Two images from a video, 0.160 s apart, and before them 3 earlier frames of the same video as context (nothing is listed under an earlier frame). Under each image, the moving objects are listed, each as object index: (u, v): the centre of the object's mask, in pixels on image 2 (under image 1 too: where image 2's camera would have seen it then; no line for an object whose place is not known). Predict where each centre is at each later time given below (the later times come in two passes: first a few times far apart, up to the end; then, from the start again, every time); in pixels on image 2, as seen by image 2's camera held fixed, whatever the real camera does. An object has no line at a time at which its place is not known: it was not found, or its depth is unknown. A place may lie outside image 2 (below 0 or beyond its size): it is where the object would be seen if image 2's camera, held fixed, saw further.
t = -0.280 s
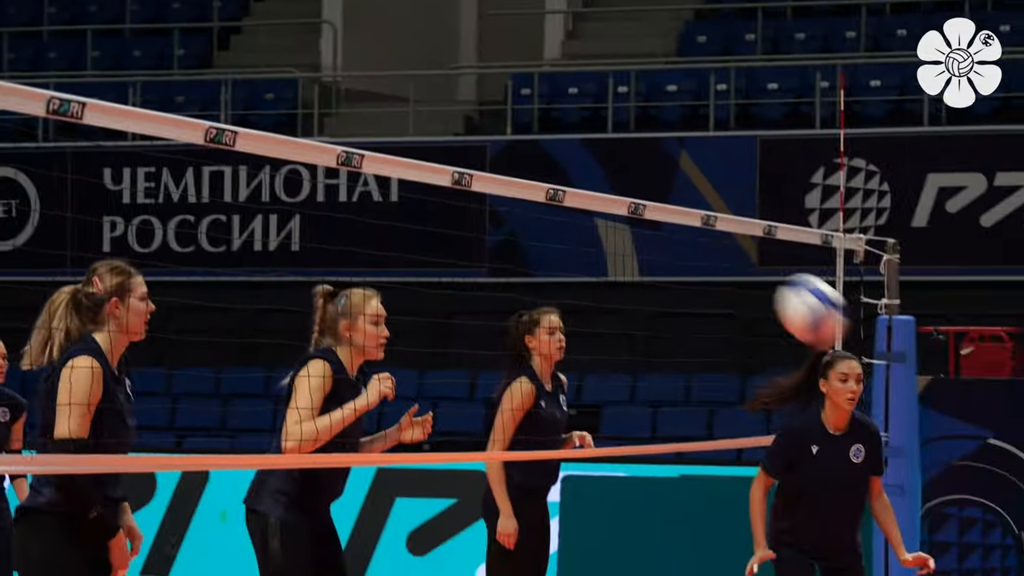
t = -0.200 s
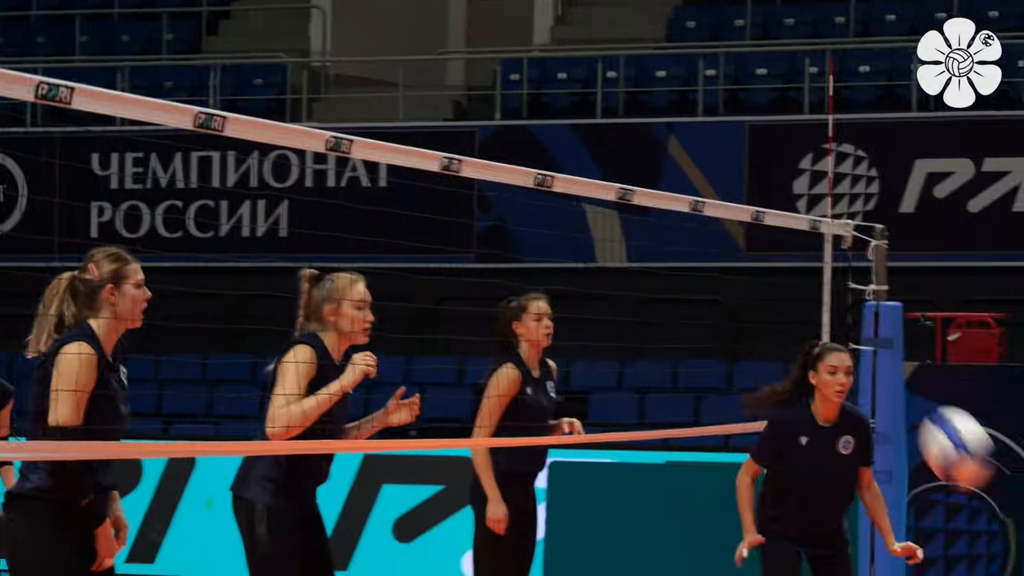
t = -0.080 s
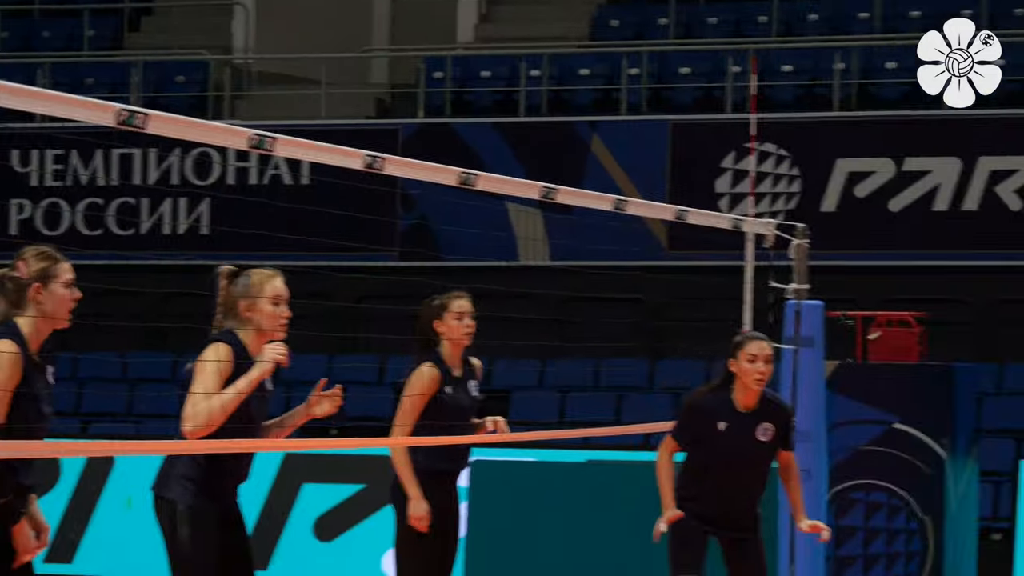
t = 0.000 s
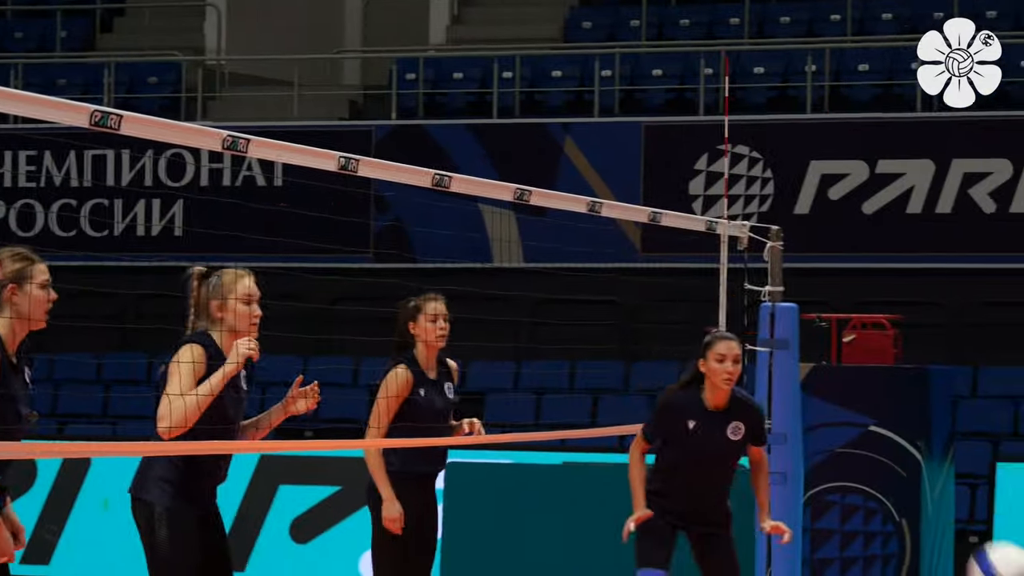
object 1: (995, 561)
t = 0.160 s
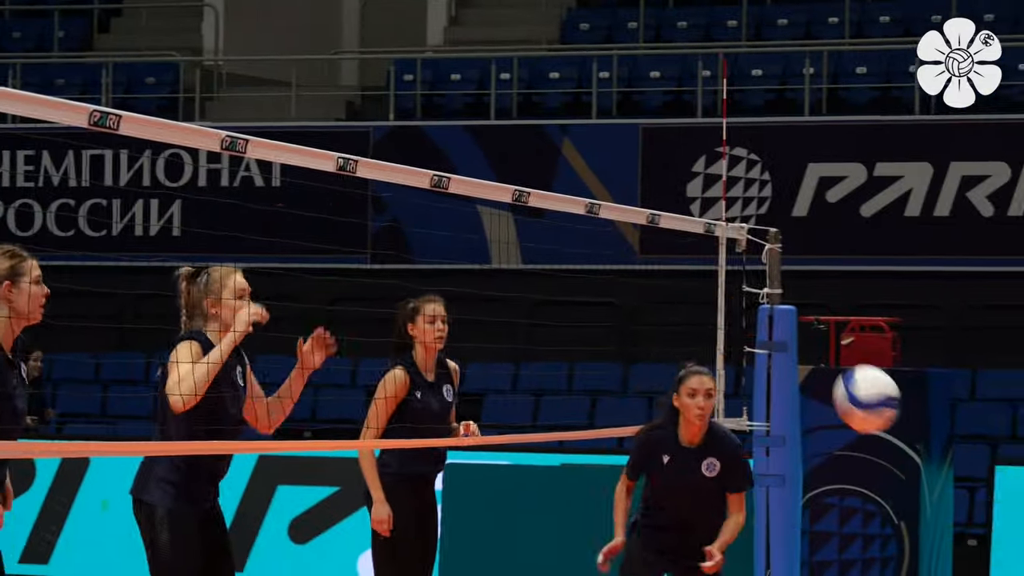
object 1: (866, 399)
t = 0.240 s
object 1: (806, 342)
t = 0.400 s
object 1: (692, 286)
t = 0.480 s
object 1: (641, 285)
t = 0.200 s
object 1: (836, 368)
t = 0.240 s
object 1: (806, 342)
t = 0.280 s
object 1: (776, 321)
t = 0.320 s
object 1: (747, 304)
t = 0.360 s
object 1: (720, 293)
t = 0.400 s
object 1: (692, 286)
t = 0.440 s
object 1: (666, 284)
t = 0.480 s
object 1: (641, 285)
